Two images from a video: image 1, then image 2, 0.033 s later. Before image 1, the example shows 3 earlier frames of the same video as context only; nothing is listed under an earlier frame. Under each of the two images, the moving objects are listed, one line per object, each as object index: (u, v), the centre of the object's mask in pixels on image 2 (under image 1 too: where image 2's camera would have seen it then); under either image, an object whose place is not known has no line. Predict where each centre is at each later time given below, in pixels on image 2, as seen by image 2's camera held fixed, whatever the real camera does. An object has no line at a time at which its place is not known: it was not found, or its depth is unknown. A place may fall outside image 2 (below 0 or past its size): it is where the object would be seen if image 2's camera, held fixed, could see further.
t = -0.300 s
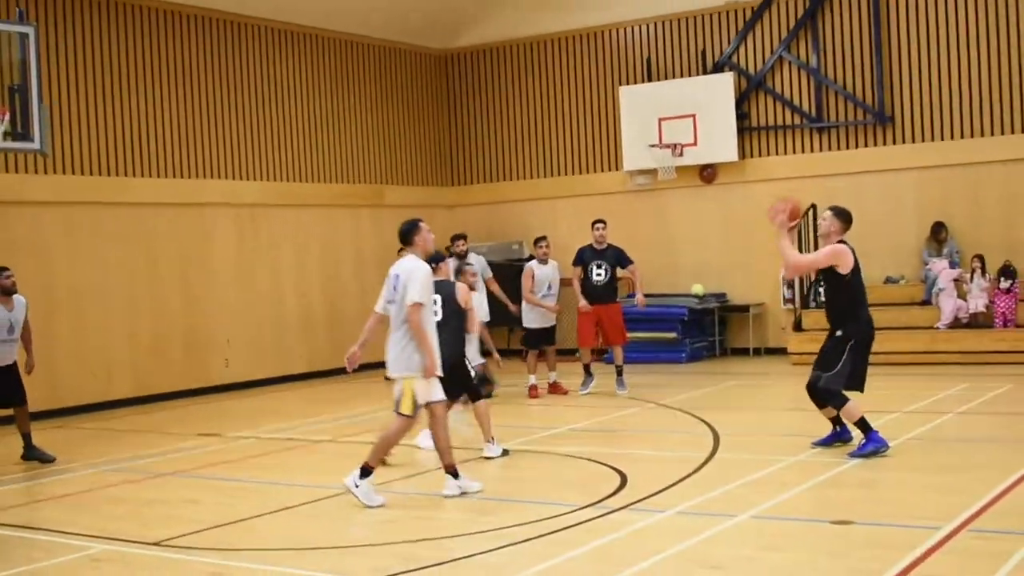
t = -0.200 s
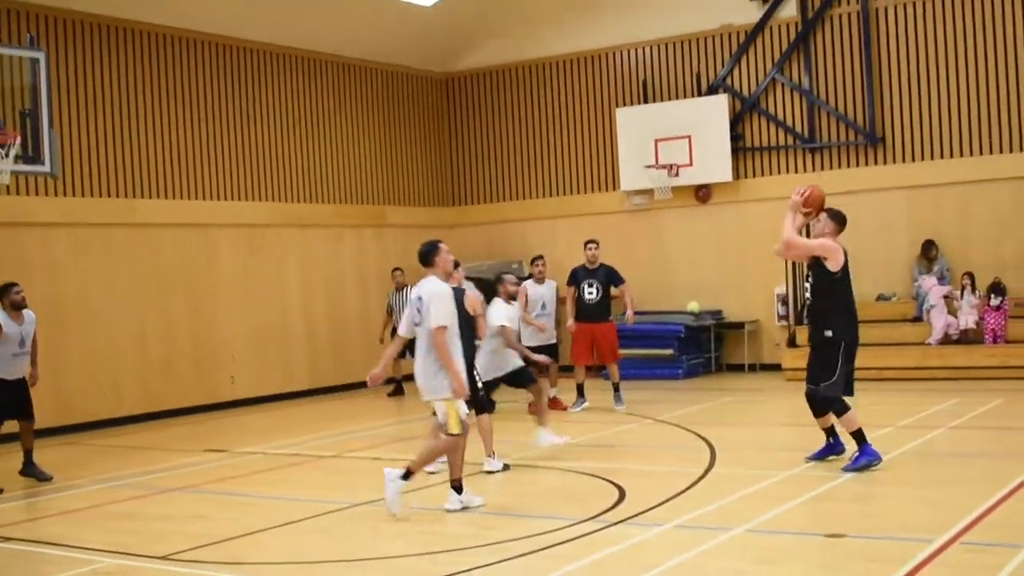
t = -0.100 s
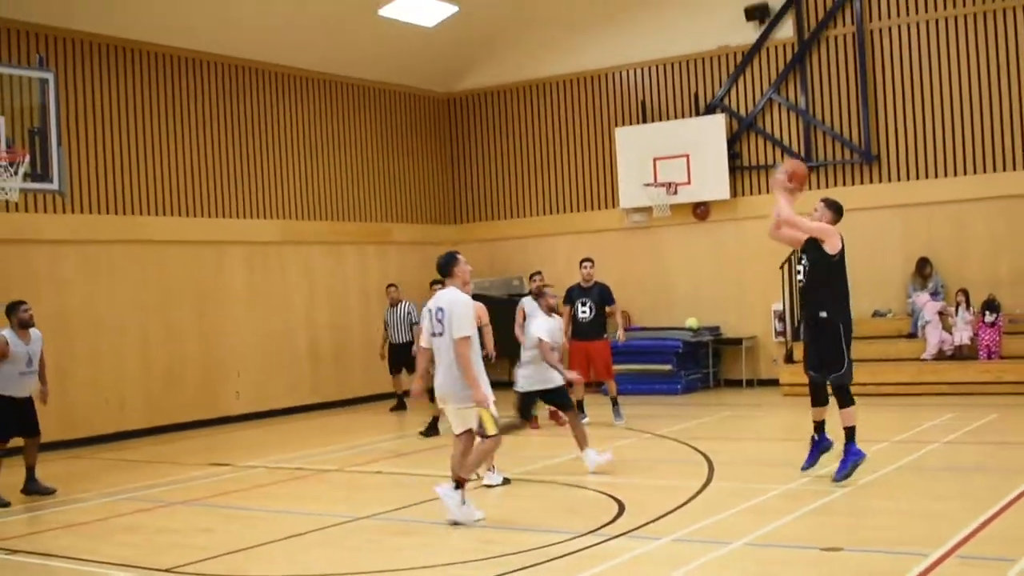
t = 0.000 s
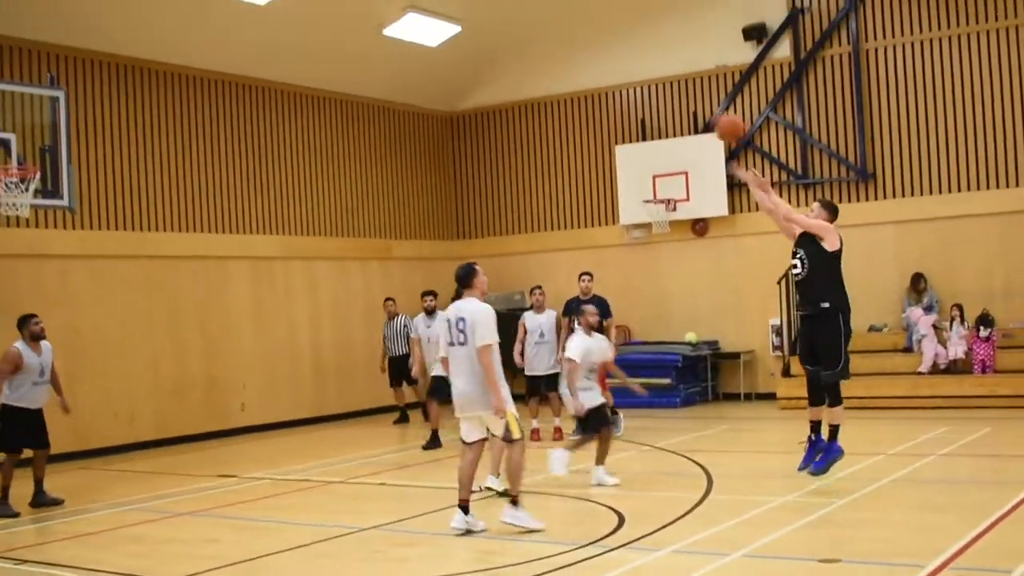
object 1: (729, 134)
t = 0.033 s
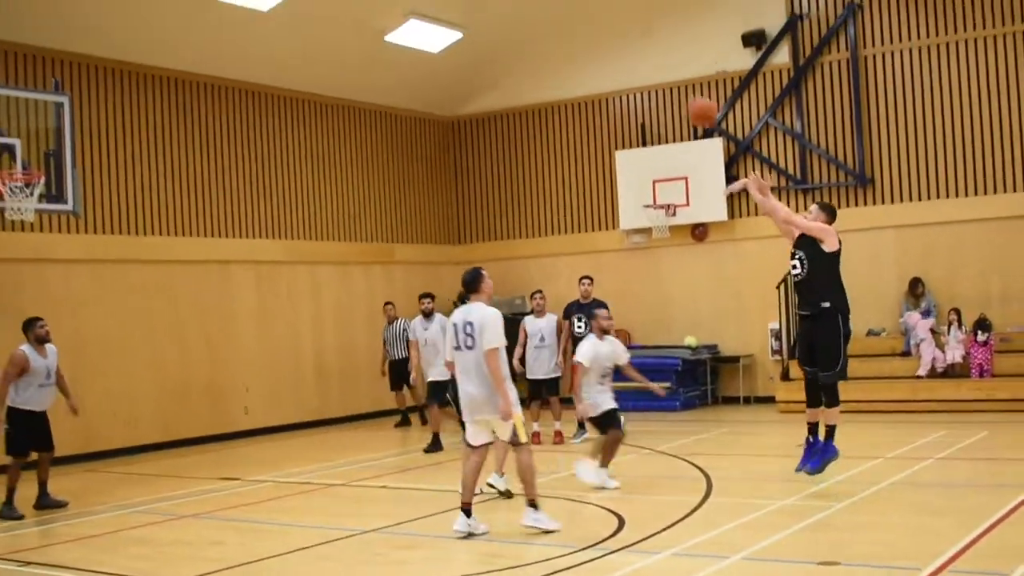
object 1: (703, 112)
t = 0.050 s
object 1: (688, 101)
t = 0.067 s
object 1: (677, 92)
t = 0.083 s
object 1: (664, 84)
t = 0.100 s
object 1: (650, 76)
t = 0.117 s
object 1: (637, 67)
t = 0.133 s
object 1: (624, 59)
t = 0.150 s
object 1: (611, 50)
